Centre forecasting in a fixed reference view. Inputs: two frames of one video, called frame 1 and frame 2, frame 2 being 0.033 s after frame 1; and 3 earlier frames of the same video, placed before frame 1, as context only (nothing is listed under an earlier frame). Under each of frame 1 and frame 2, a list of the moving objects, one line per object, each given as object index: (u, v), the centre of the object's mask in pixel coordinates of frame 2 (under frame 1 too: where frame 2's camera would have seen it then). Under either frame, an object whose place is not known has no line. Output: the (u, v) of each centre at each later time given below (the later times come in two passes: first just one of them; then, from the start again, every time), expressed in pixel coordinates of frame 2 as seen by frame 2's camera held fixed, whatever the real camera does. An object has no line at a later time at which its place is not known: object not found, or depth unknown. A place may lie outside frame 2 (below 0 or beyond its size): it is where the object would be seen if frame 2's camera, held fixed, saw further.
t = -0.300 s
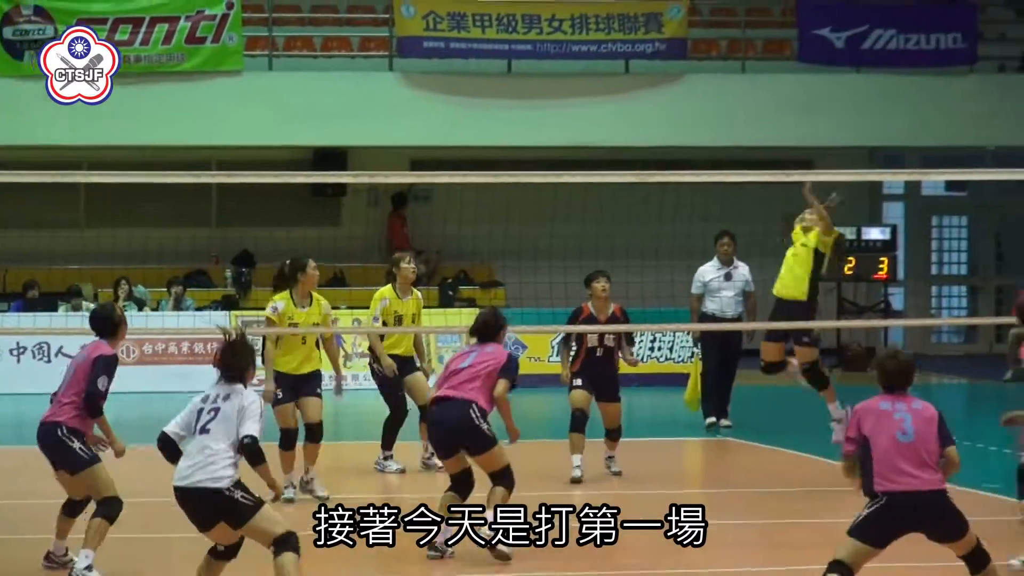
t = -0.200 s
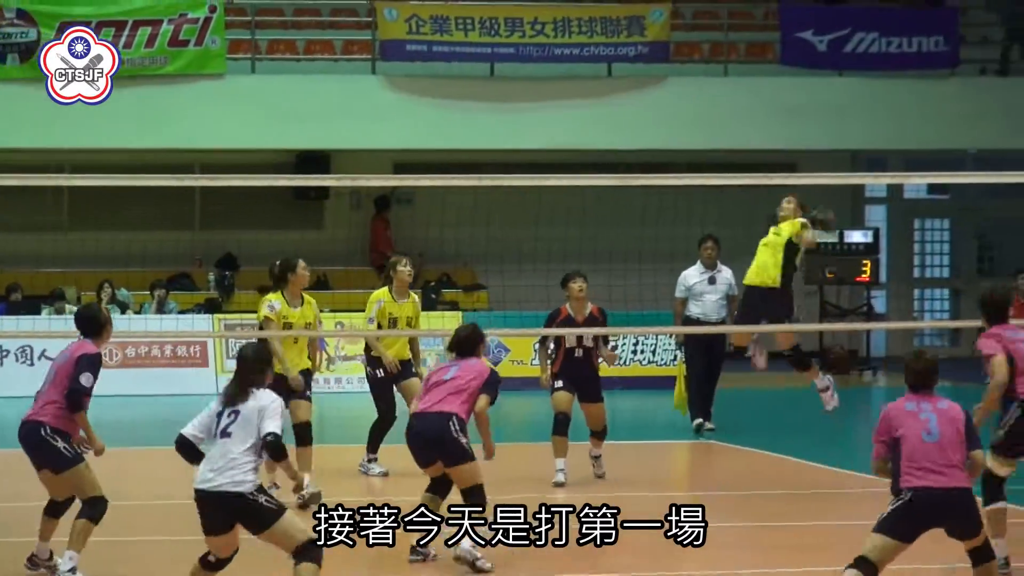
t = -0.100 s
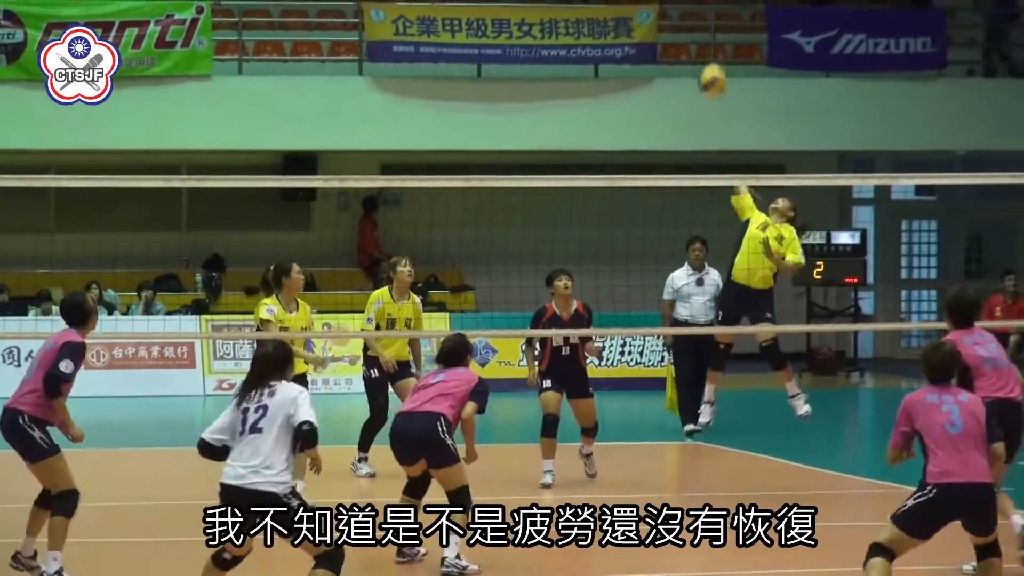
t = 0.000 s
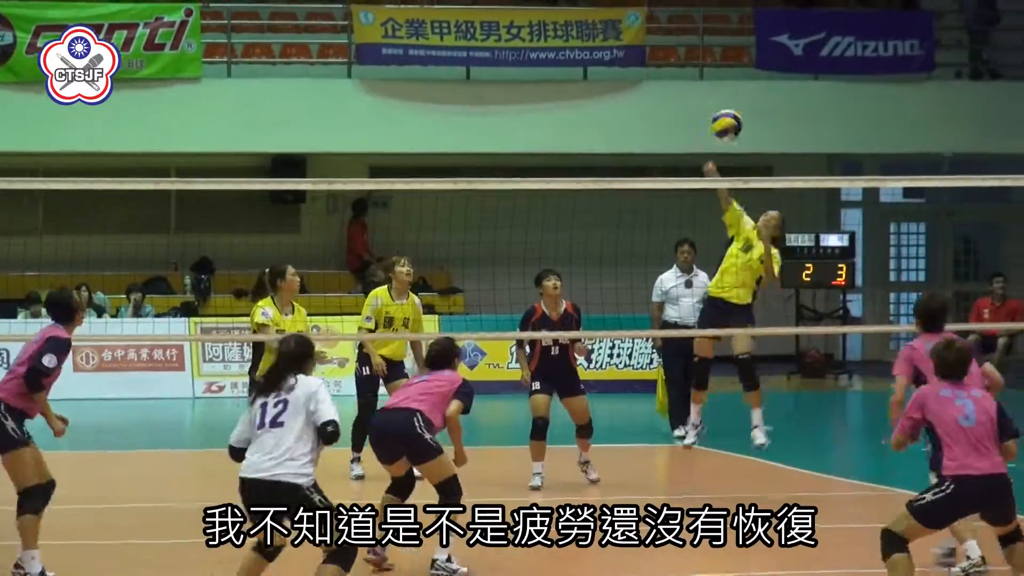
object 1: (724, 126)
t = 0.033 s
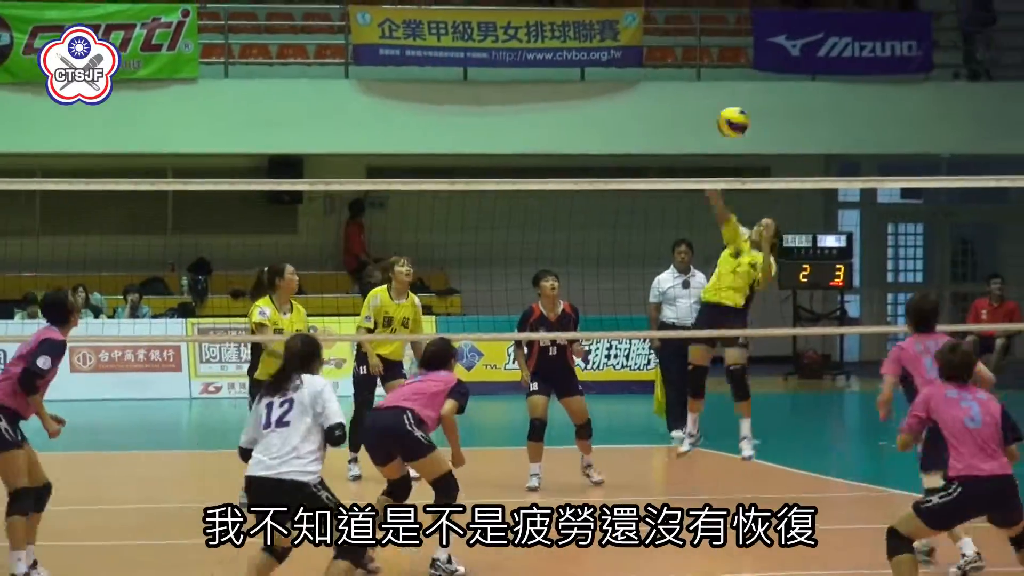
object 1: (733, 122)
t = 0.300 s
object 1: (824, 182)
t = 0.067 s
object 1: (741, 122)
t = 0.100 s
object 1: (752, 122)
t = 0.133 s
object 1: (761, 126)
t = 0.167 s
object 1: (773, 130)
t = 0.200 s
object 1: (785, 140)
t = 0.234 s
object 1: (797, 153)
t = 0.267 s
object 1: (809, 166)
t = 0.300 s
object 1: (824, 182)
